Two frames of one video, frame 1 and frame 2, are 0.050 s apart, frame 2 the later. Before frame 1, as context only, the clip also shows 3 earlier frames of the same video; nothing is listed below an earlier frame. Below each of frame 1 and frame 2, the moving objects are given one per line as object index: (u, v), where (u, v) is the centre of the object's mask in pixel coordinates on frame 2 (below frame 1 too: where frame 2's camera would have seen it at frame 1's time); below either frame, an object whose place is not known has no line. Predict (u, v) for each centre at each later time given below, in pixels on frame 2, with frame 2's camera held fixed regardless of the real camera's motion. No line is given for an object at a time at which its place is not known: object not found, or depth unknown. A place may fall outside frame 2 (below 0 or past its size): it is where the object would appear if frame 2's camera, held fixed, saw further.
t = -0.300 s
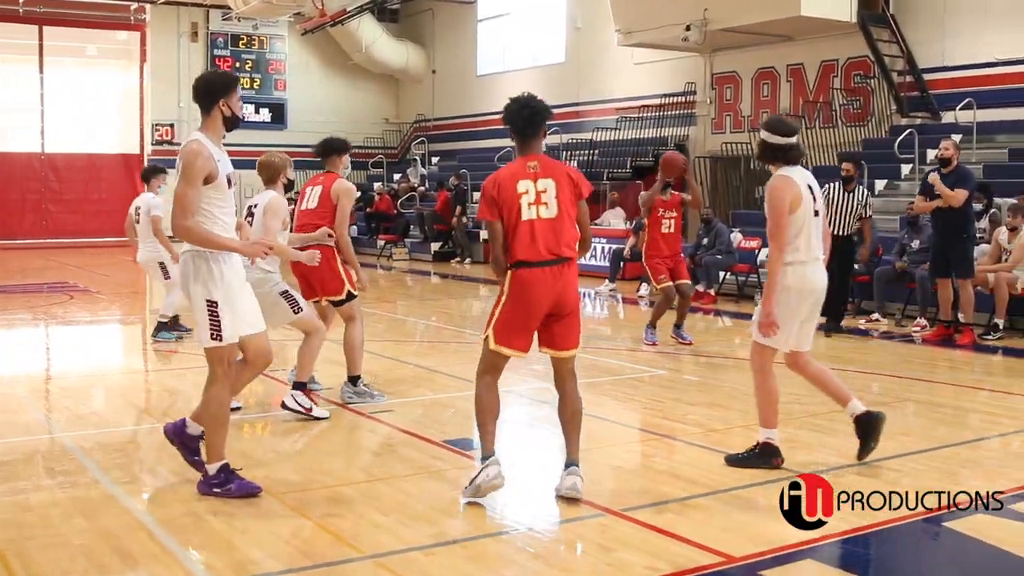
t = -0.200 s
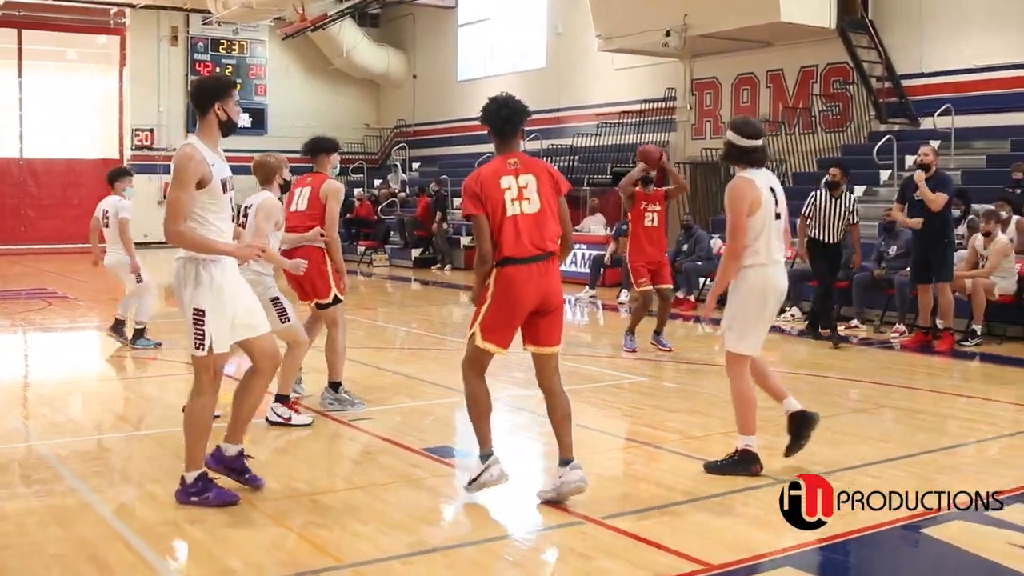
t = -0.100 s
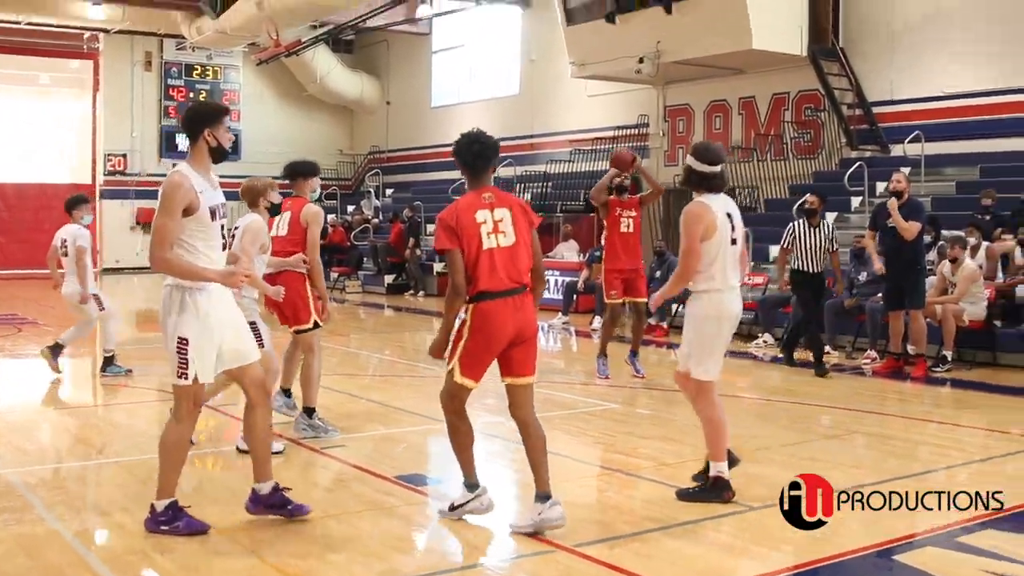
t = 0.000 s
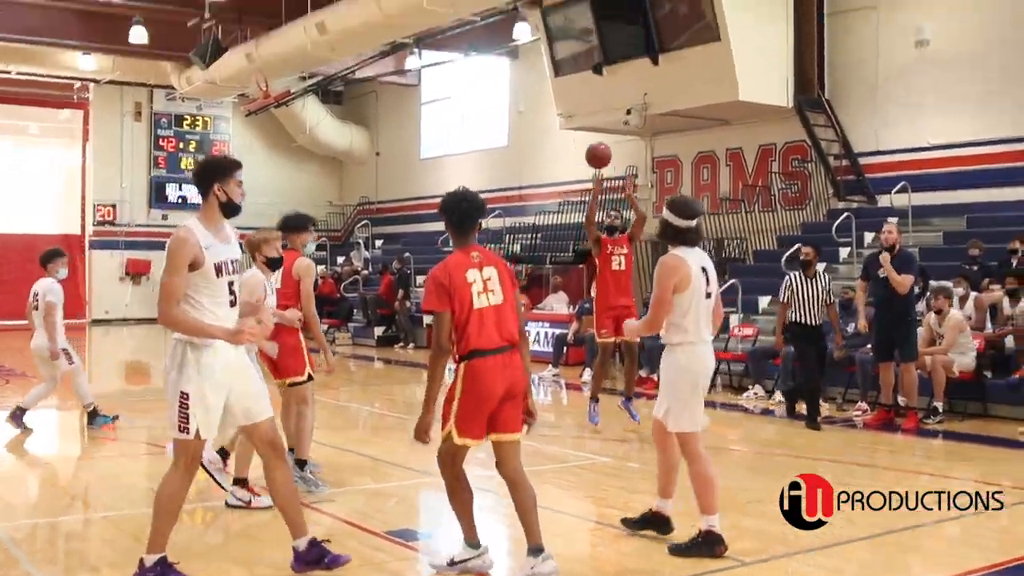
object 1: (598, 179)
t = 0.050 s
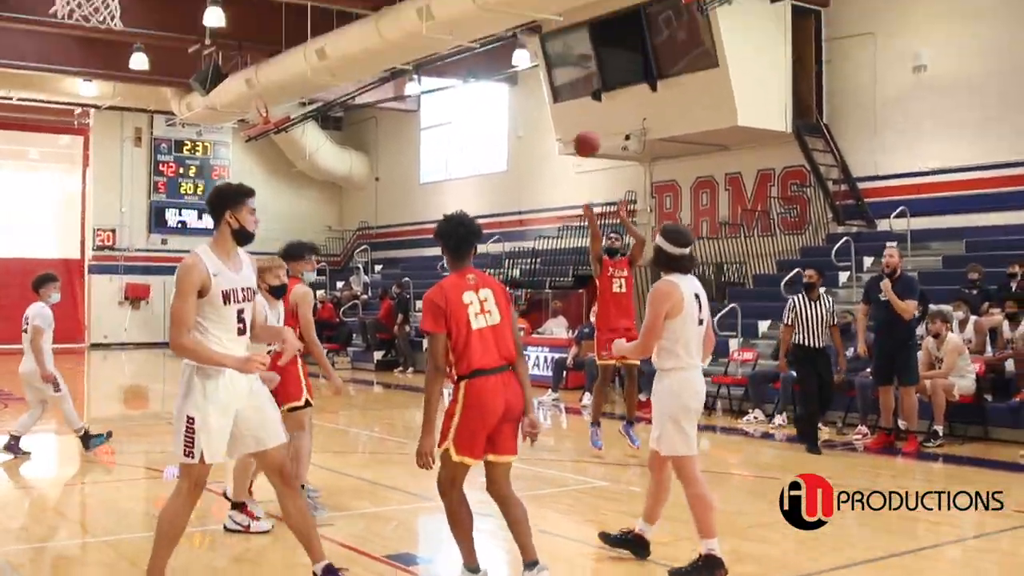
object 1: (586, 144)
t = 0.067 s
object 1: (583, 132)
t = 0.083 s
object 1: (579, 120)
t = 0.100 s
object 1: (575, 108)
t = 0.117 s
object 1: (571, 97)
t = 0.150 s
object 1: (564, 73)
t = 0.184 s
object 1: (556, 52)
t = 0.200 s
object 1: (552, 42)
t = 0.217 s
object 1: (547, 33)
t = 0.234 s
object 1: (542, 20)
